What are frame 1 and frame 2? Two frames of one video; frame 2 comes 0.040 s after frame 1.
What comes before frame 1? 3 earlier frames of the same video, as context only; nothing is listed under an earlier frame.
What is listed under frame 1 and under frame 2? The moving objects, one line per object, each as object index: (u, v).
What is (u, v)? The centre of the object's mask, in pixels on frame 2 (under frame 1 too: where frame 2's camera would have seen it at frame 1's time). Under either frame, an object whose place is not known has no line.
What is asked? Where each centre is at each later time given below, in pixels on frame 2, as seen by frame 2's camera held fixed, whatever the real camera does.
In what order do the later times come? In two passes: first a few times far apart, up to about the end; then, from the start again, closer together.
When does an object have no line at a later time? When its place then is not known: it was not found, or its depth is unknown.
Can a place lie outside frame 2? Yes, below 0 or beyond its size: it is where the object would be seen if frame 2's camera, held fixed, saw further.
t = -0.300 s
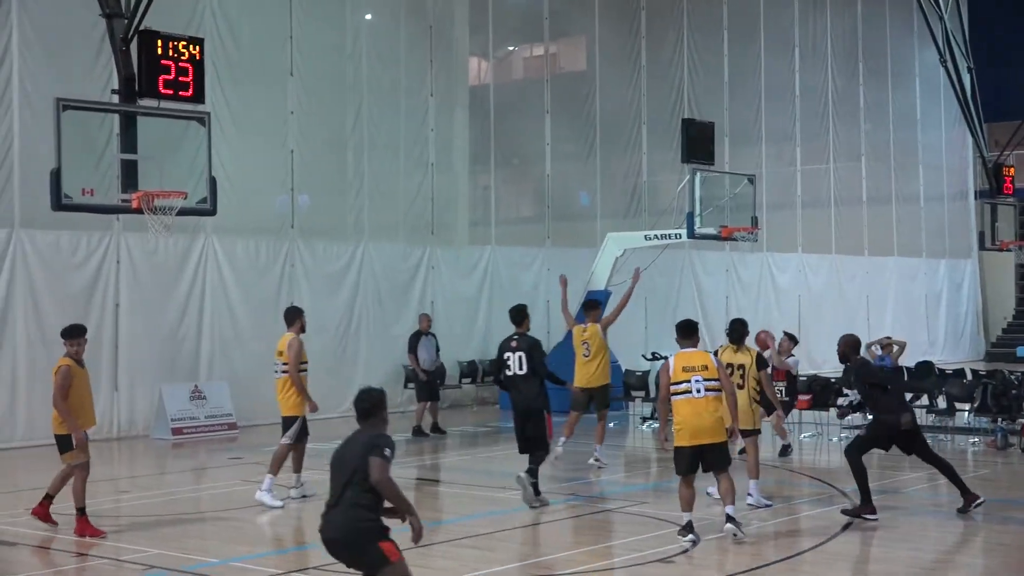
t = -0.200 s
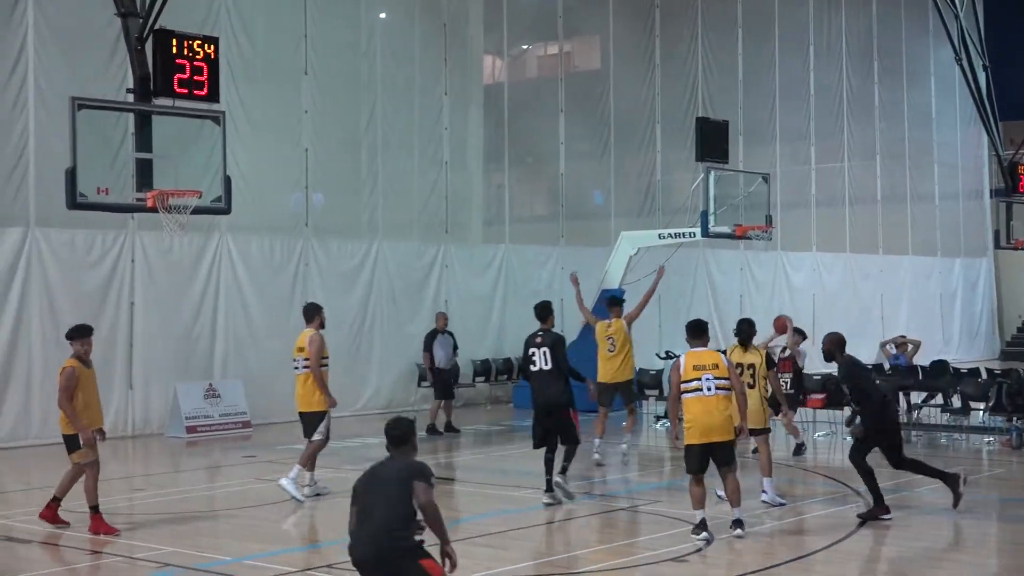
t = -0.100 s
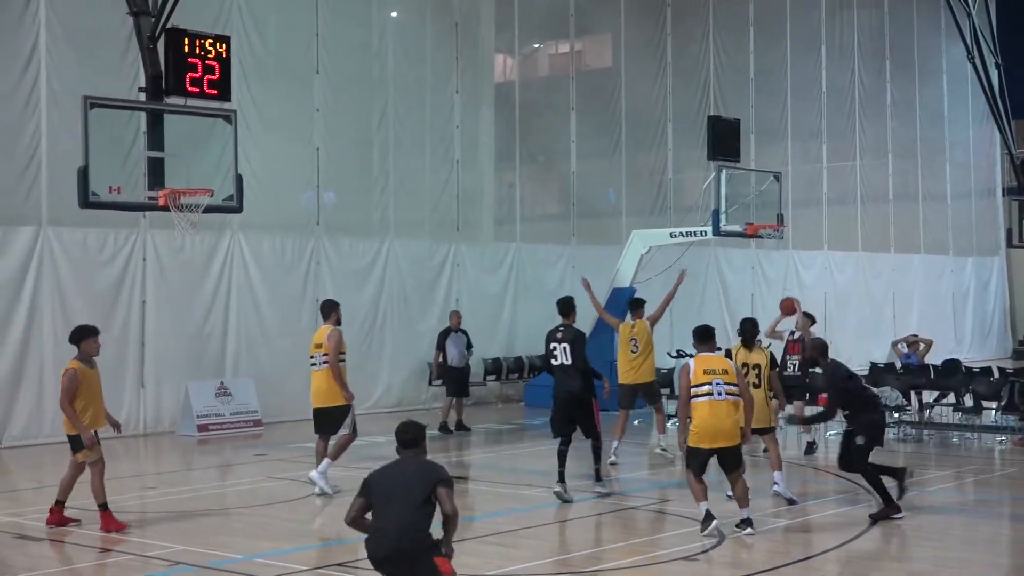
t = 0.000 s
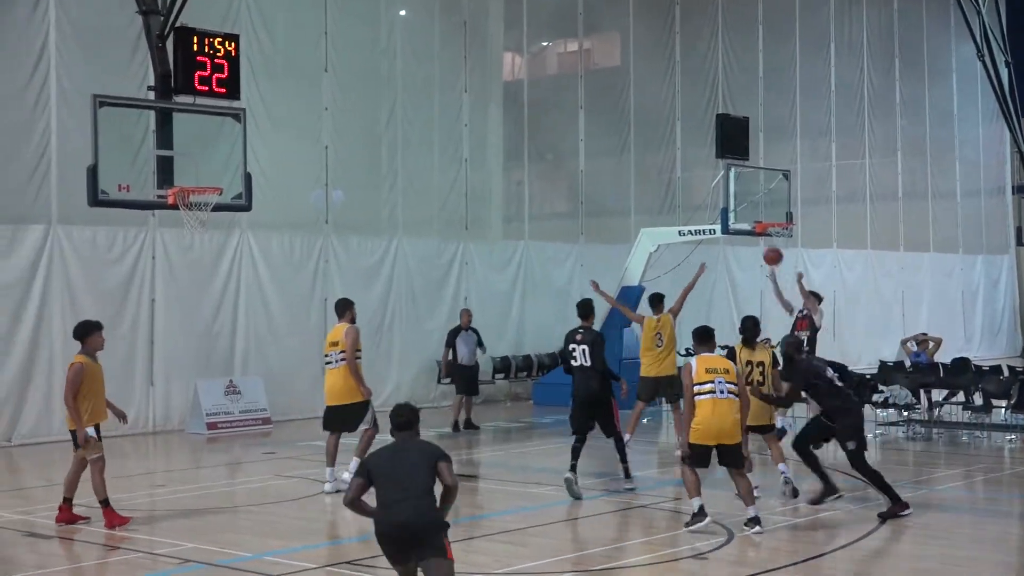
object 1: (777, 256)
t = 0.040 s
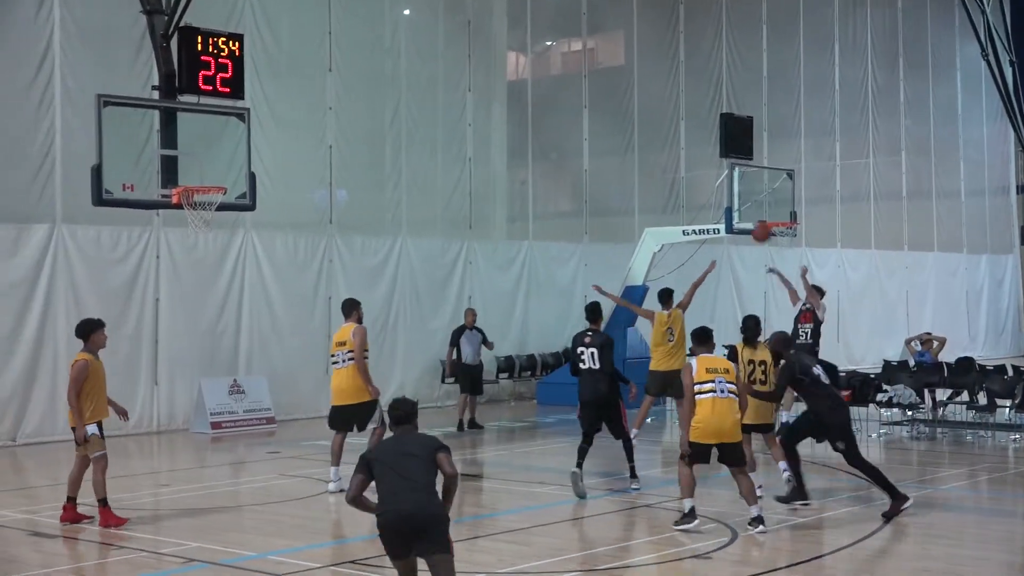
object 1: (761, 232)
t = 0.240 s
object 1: (685, 136)
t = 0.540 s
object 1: (568, 46)
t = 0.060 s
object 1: (754, 221)
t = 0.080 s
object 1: (746, 211)
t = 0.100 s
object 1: (739, 201)
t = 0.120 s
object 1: (731, 190)
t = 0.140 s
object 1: (723, 181)
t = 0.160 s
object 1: (715, 171)
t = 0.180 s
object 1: (708, 162)
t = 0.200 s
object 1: (700, 153)
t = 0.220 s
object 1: (692, 144)
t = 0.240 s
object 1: (685, 136)
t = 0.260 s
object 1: (677, 127)
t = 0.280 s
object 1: (669, 119)
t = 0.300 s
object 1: (661, 112)
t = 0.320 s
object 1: (653, 105)
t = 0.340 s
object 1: (646, 98)
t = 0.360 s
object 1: (638, 91)
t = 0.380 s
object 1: (630, 85)
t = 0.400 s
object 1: (622, 79)
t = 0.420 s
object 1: (614, 73)
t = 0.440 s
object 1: (606, 68)
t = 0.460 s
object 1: (601, 62)
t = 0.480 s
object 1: (591, 57)
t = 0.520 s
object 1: (576, 49)
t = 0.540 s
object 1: (568, 46)
